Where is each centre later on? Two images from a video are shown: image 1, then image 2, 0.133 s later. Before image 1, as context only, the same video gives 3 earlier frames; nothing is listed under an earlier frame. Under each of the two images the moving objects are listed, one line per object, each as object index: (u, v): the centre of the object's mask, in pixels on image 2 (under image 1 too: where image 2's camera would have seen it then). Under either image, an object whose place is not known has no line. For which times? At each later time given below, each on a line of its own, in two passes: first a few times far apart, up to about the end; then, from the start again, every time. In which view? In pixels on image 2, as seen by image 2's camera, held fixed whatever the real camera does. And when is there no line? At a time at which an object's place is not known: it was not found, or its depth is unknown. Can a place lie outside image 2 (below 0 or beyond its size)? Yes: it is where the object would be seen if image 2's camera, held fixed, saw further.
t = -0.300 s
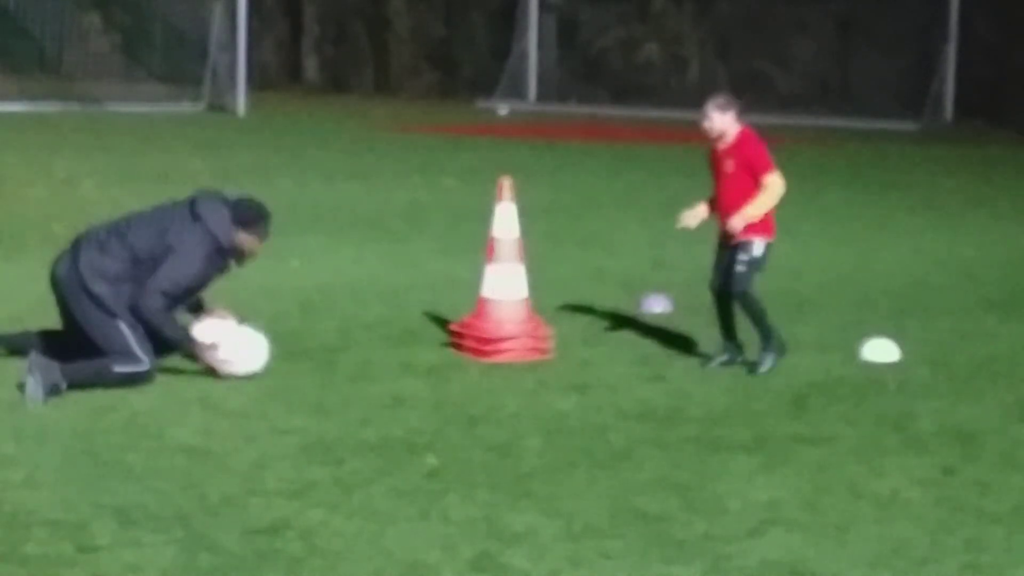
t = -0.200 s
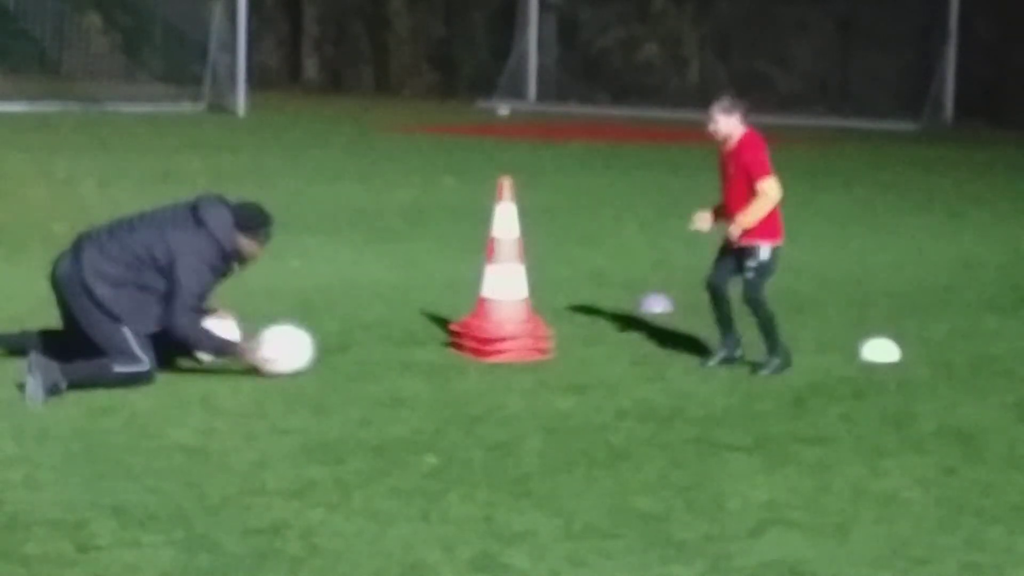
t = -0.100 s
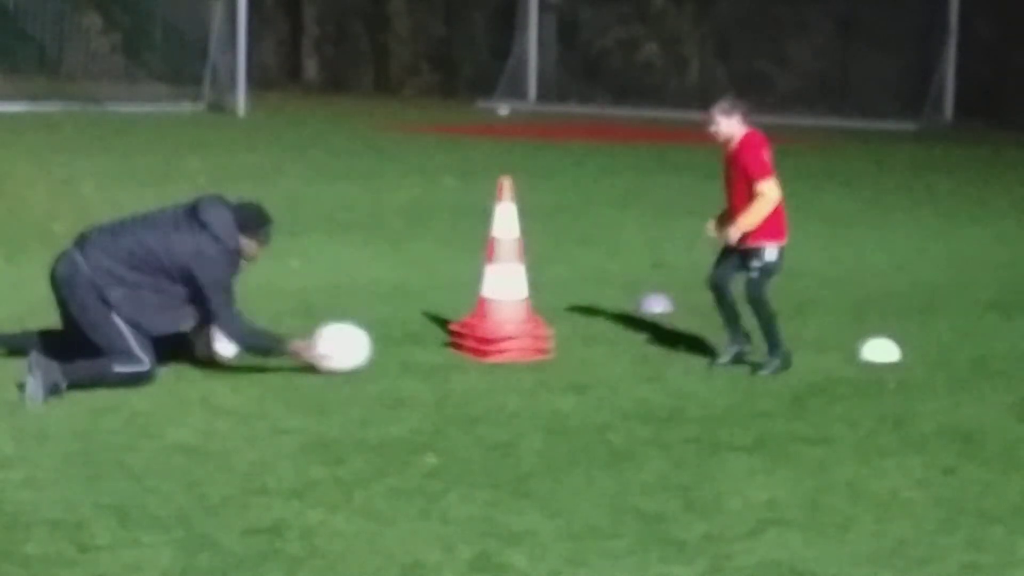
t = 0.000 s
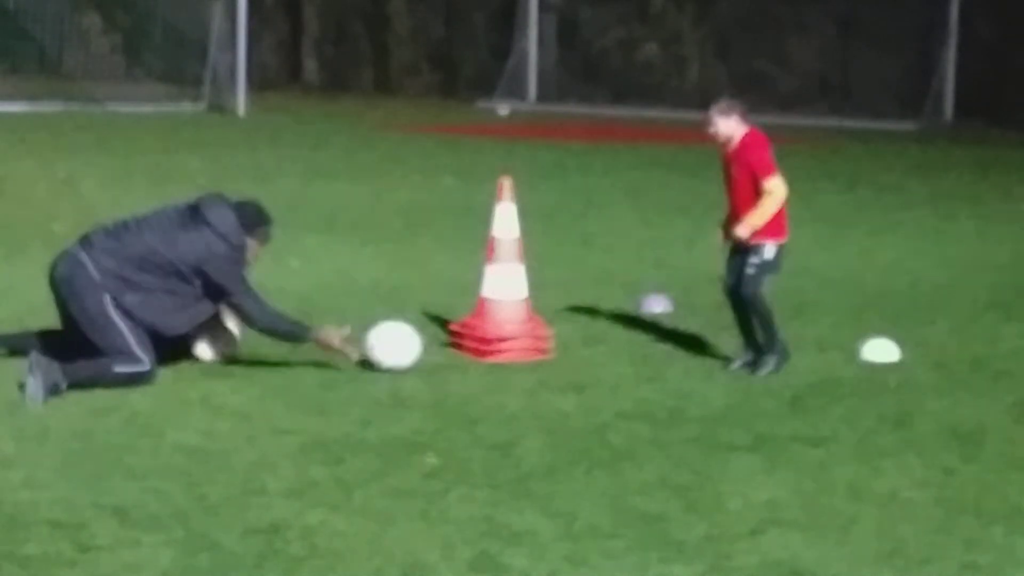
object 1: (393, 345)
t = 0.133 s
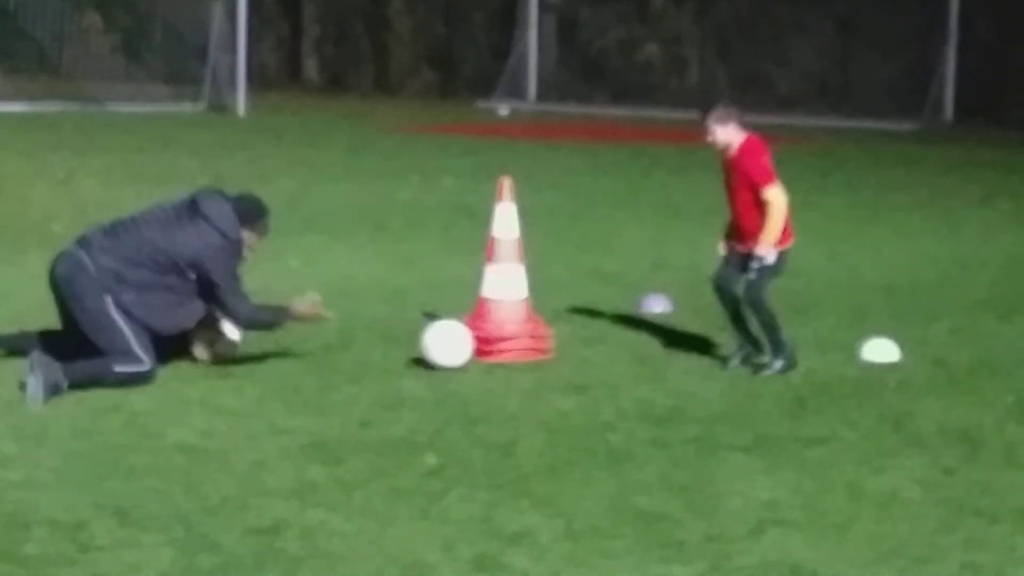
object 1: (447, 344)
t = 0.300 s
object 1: (499, 342)
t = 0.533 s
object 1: (569, 341)
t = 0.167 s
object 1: (458, 343)
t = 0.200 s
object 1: (468, 344)
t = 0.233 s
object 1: (478, 343)
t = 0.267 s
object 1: (488, 342)
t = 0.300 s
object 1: (499, 342)
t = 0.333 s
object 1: (509, 343)
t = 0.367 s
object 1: (519, 342)
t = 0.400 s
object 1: (531, 342)
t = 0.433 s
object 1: (540, 341)
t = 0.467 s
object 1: (549, 341)
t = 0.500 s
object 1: (559, 341)
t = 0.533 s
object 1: (569, 341)
